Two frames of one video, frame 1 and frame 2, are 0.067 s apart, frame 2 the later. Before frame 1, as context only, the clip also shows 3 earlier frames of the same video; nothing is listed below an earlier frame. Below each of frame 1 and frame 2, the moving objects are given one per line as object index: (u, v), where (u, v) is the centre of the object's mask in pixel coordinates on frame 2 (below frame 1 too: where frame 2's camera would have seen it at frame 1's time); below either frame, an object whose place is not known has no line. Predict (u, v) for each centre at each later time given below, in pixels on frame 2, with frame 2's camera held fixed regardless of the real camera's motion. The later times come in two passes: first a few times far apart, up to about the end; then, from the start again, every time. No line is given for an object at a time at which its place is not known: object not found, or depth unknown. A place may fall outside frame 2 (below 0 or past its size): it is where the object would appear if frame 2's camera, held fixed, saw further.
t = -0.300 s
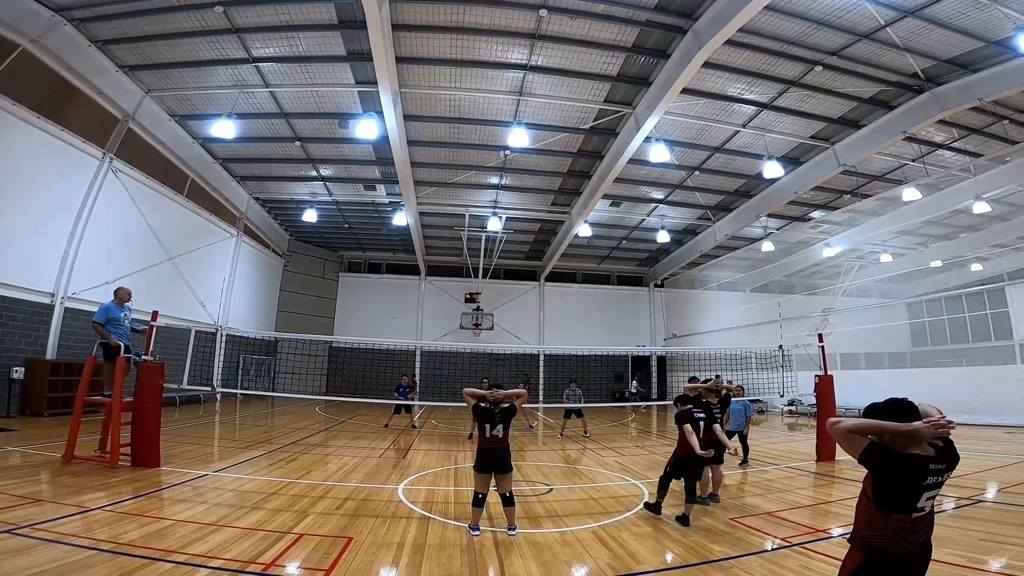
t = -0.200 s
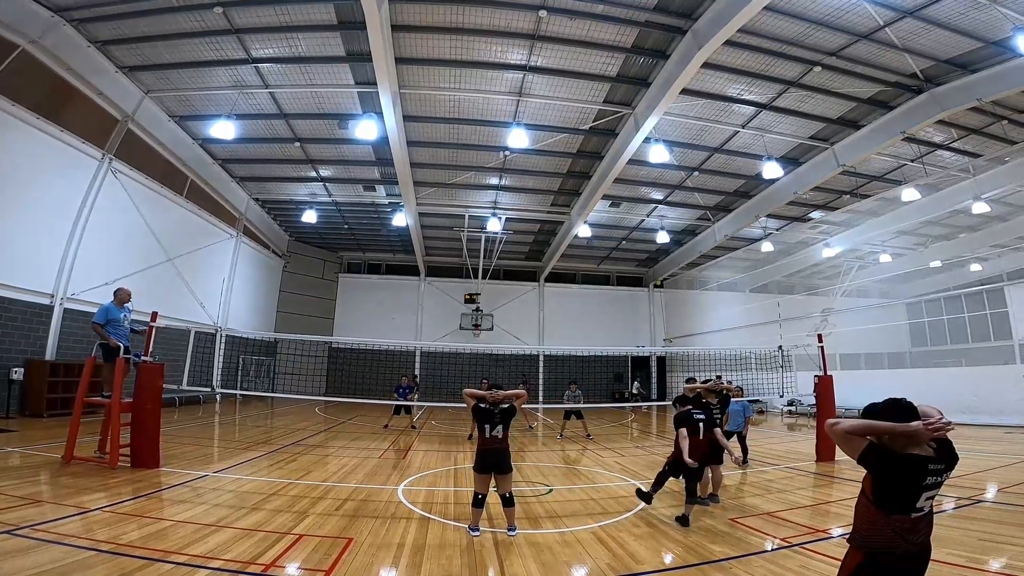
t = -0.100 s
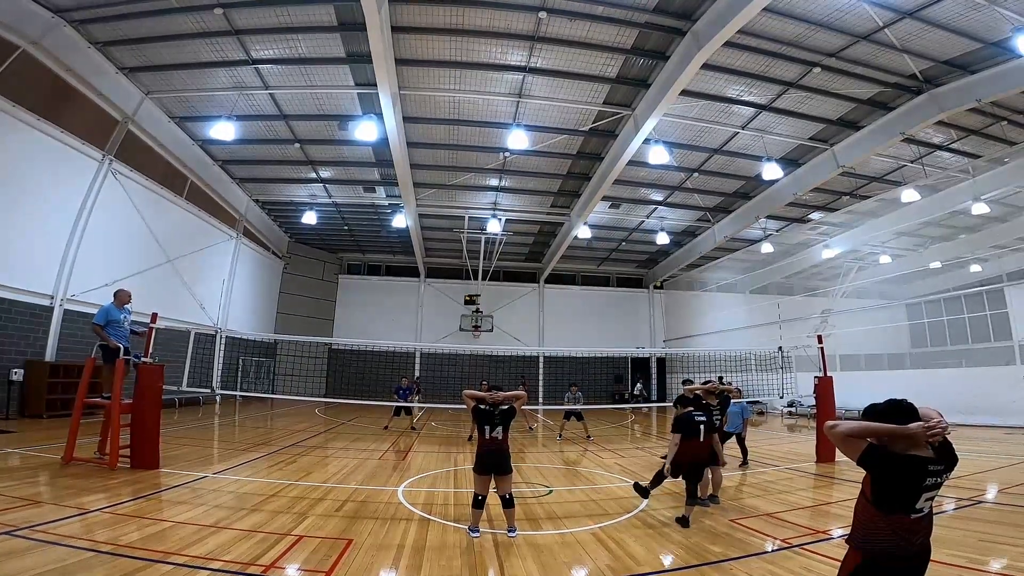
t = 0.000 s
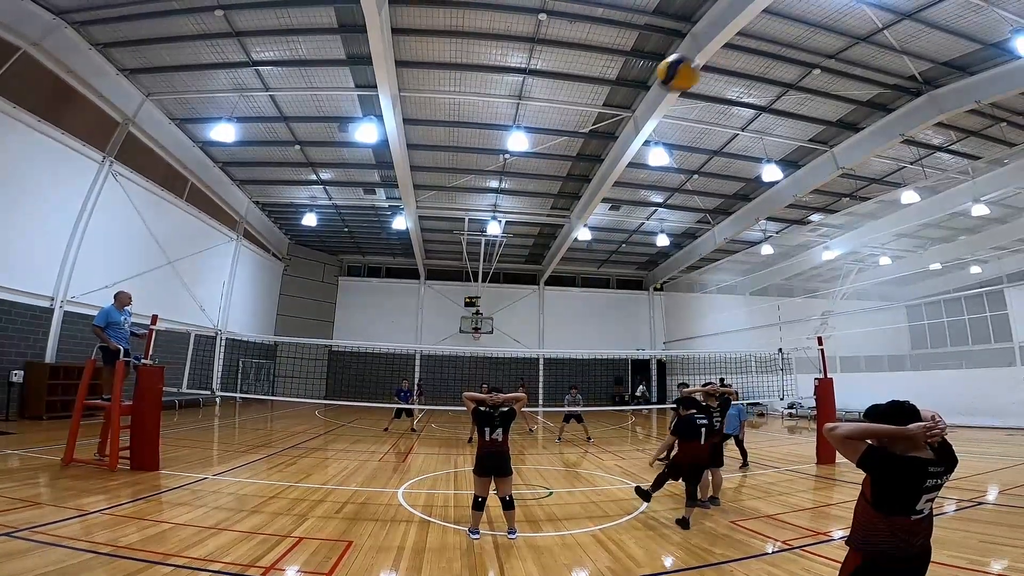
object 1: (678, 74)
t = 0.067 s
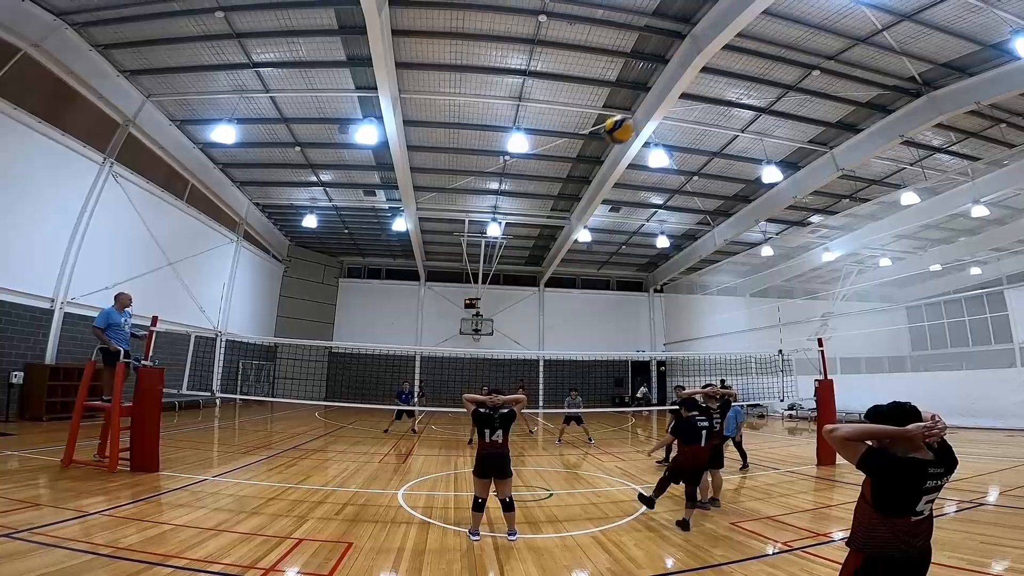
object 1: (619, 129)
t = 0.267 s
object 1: (545, 221)
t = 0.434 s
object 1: (519, 272)
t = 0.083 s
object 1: (608, 140)
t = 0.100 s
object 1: (598, 150)
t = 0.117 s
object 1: (591, 158)
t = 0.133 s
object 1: (584, 168)
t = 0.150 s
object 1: (577, 175)
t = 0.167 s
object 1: (571, 183)
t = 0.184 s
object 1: (566, 190)
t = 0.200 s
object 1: (561, 197)
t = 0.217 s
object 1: (557, 203)
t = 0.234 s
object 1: (553, 210)
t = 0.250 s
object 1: (548, 215)
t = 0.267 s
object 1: (545, 221)
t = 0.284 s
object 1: (542, 227)
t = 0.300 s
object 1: (539, 232)
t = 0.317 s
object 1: (536, 237)
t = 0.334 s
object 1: (533, 243)
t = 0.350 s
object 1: (531, 248)
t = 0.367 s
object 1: (528, 253)
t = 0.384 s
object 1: (525, 258)
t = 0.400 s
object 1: (523, 262)
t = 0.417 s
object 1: (521, 267)
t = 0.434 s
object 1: (519, 272)
